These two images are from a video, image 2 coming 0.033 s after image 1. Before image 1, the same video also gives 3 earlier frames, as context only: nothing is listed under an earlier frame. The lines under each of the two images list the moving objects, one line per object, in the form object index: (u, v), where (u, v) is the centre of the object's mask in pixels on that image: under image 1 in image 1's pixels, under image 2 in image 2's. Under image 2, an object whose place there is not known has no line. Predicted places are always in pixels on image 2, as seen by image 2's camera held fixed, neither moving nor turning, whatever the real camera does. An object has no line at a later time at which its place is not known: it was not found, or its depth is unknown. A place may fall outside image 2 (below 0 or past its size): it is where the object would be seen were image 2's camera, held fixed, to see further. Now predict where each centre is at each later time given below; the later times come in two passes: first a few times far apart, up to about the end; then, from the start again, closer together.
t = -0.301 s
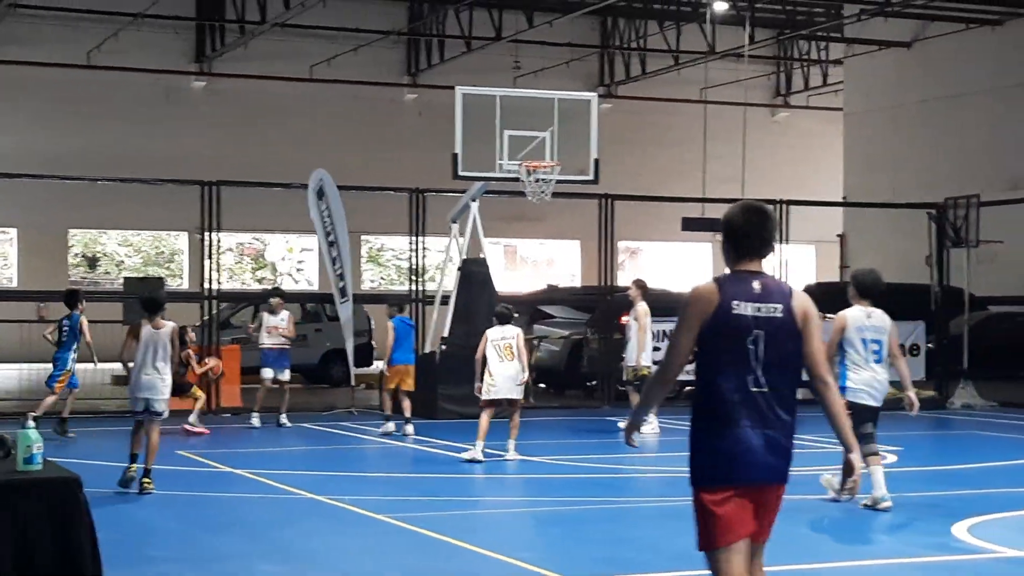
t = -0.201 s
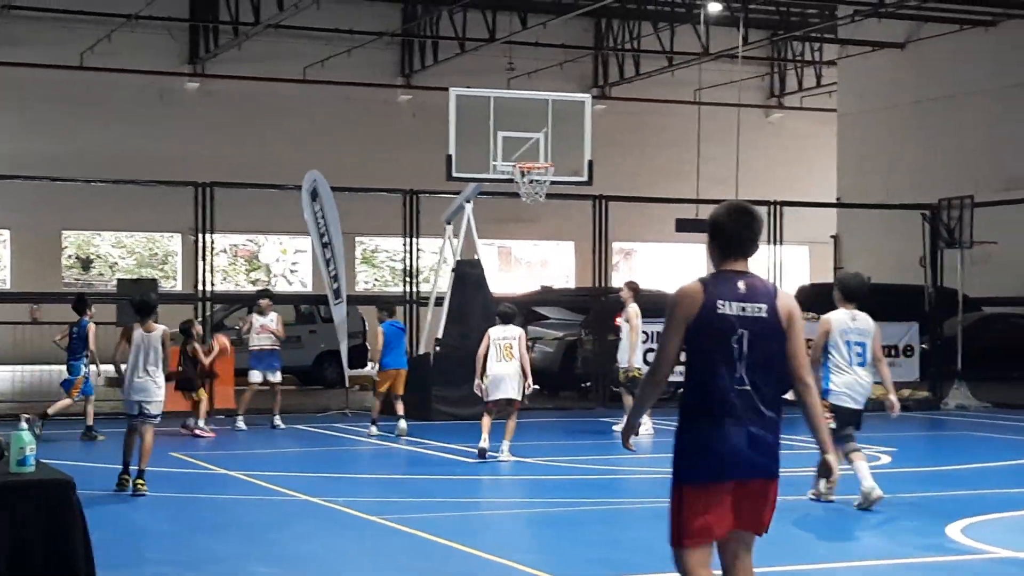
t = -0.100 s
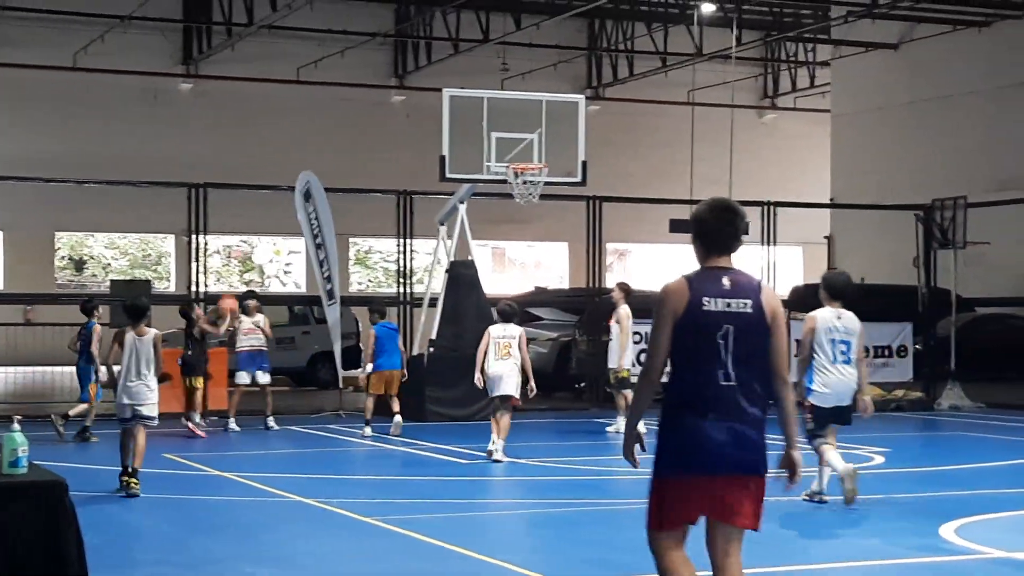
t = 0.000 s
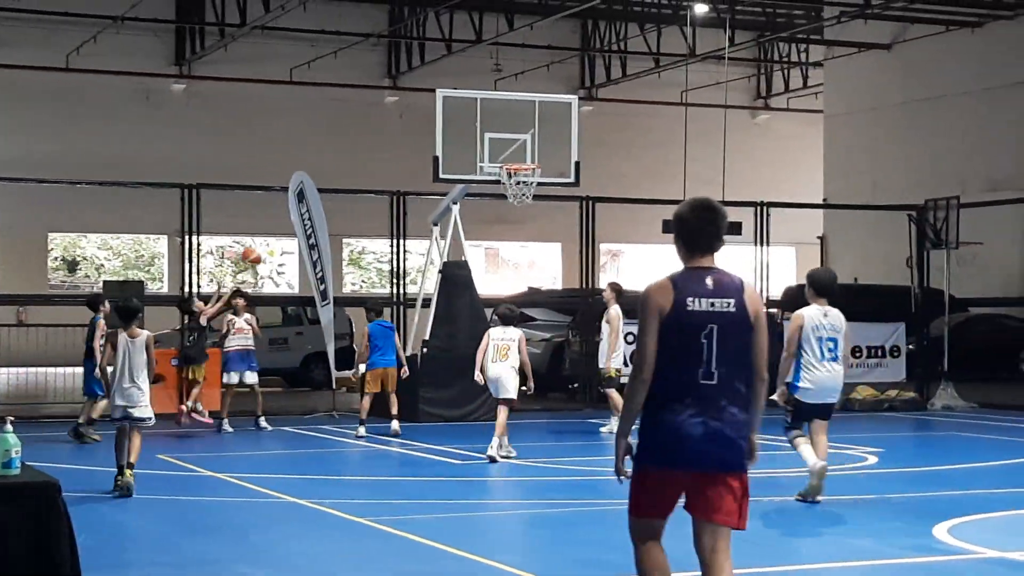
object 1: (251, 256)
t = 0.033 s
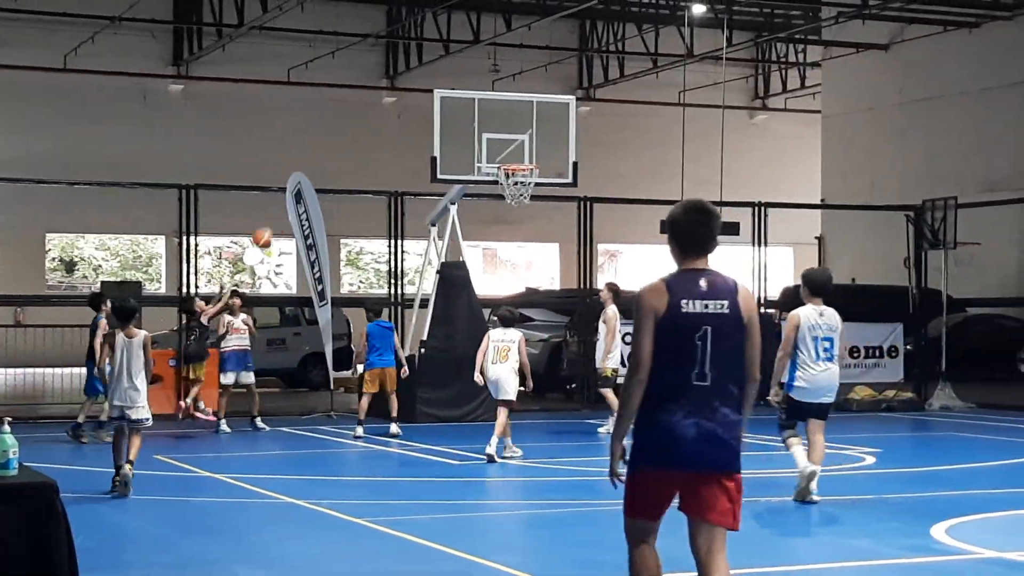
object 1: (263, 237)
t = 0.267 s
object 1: (339, 155)
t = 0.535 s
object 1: (421, 122)
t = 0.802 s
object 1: (499, 148)
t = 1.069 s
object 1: (529, 184)
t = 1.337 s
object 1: (513, 206)
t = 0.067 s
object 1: (274, 223)
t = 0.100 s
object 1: (285, 210)
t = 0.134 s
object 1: (296, 197)
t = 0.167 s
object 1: (309, 184)
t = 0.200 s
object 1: (319, 174)
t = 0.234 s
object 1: (329, 164)
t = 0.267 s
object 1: (339, 155)
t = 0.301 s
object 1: (349, 147)
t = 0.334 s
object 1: (360, 140)
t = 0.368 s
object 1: (371, 135)
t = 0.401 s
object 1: (381, 130)
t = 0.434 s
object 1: (391, 127)
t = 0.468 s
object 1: (401, 124)
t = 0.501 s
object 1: (411, 122)
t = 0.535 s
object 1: (421, 122)
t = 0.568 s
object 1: (430, 123)
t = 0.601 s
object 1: (441, 123)
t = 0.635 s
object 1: (451, 126)
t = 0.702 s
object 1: (470, 132)
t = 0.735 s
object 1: (479, 136)
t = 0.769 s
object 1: (489, 141)
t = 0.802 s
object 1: (499, 148)
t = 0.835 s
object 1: (508, 155)
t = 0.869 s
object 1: (516, 160)
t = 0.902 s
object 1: (522, 166)
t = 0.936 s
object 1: (527, 173)
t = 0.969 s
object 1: (530, 181)
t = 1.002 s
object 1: (532, 182)
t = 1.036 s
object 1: (531, 184)
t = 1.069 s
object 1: (529, 184)
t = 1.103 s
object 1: (527, 184)
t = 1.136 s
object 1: (526, 184)
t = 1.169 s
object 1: (526, 189)
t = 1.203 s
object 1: (524, 190)
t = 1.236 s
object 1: (521, 191)
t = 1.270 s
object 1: (517, 196)
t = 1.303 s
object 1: (515, 200)
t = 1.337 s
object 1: (513, 206)
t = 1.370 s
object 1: (511, 212)
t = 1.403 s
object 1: (508, 220)
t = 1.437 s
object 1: (506, 228)
